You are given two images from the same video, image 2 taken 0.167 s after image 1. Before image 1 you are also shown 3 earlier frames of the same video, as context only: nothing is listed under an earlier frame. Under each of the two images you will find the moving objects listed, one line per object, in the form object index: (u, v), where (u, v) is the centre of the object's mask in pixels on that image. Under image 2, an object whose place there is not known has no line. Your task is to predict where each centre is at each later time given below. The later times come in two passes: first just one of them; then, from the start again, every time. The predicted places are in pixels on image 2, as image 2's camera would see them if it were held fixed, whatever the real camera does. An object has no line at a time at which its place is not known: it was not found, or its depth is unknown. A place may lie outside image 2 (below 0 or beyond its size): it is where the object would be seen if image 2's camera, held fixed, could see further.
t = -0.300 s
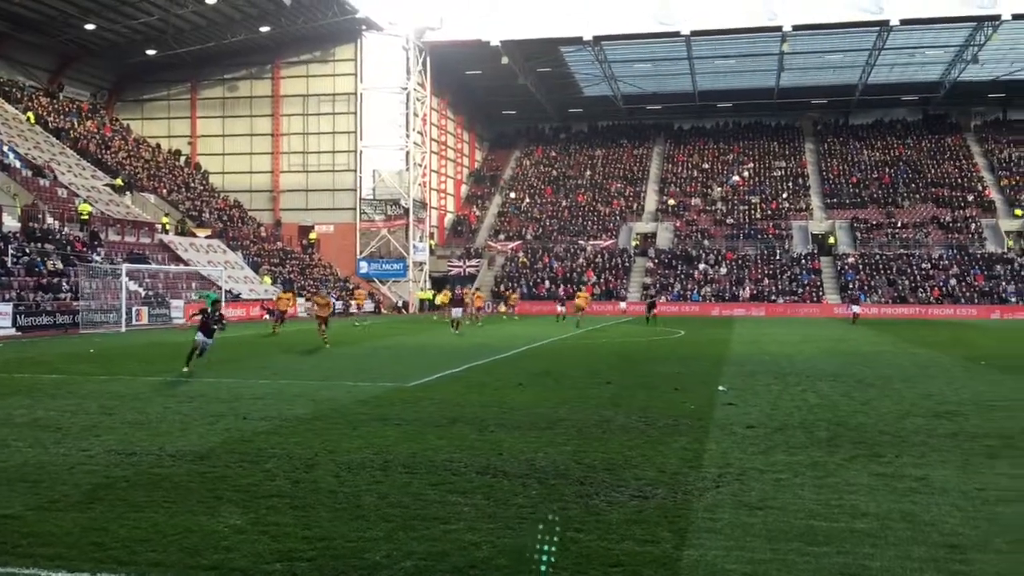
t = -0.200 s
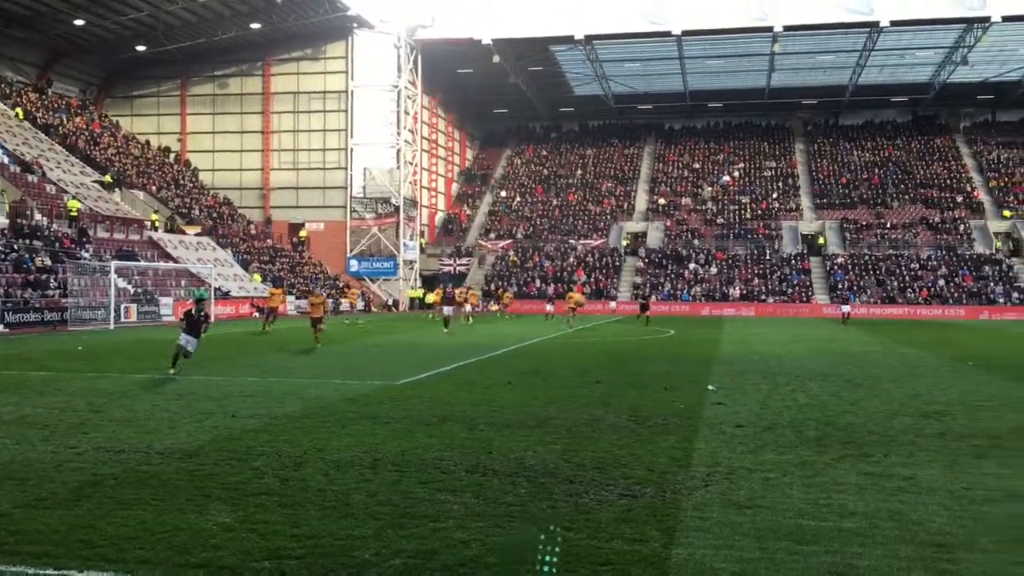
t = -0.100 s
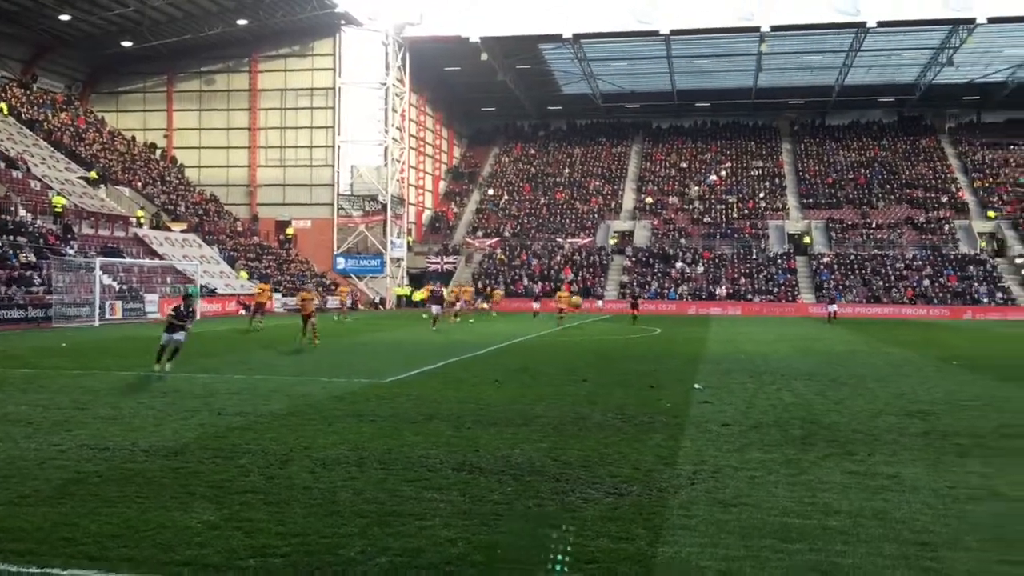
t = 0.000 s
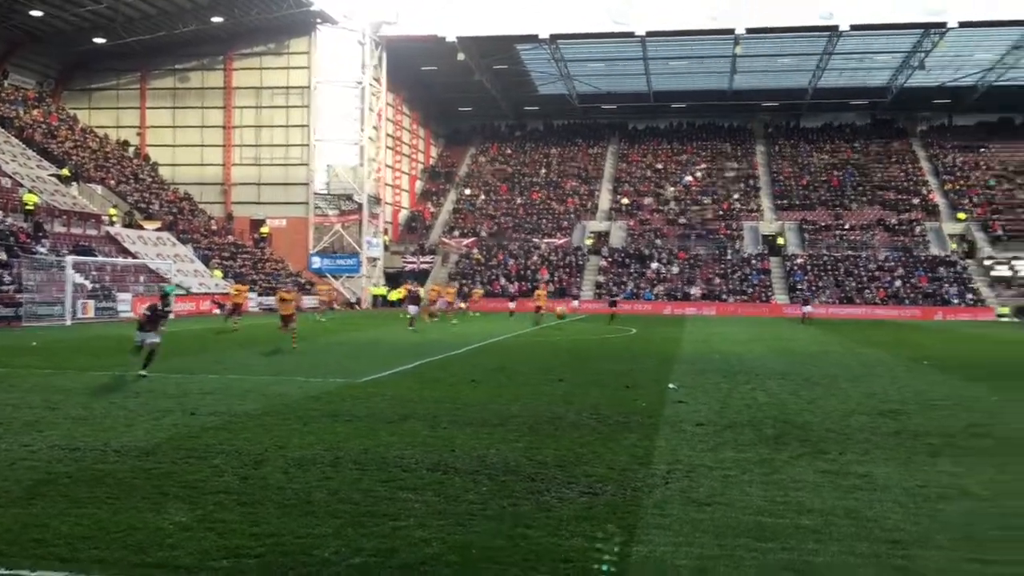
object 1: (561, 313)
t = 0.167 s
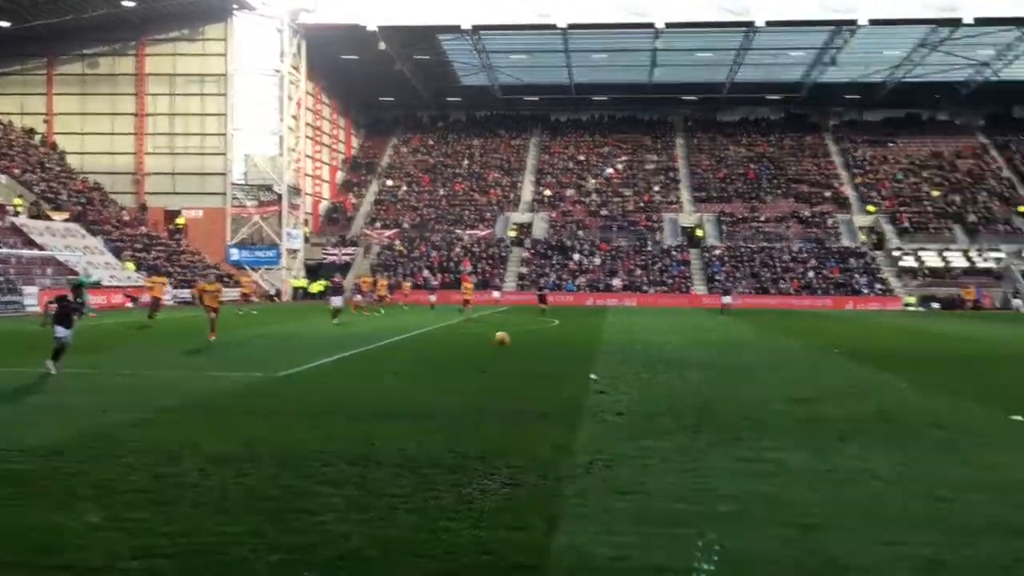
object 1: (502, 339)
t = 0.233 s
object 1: (506, 357)
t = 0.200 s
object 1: (503, 348)
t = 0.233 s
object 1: (506, 357)
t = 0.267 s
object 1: (509, 369)
